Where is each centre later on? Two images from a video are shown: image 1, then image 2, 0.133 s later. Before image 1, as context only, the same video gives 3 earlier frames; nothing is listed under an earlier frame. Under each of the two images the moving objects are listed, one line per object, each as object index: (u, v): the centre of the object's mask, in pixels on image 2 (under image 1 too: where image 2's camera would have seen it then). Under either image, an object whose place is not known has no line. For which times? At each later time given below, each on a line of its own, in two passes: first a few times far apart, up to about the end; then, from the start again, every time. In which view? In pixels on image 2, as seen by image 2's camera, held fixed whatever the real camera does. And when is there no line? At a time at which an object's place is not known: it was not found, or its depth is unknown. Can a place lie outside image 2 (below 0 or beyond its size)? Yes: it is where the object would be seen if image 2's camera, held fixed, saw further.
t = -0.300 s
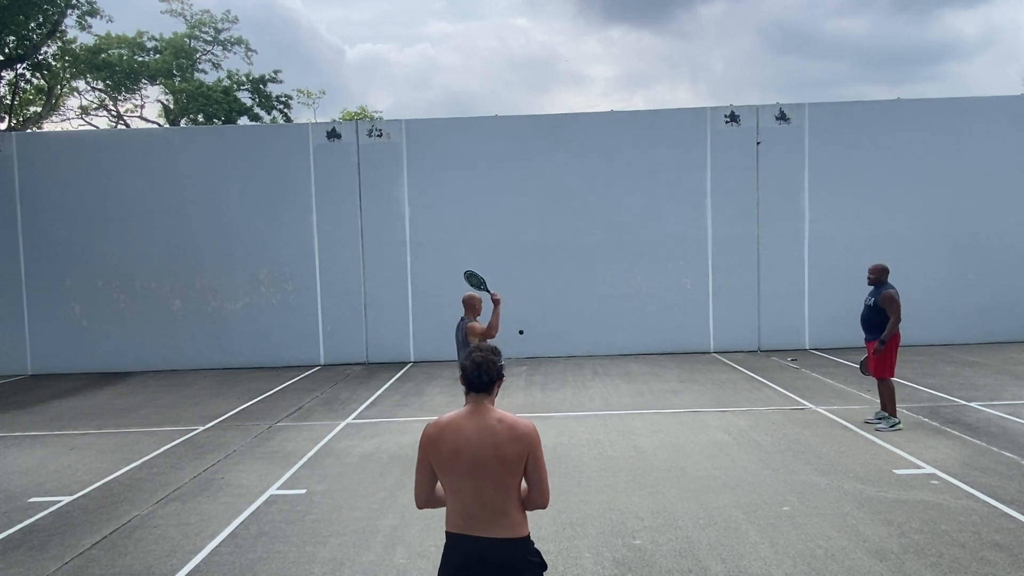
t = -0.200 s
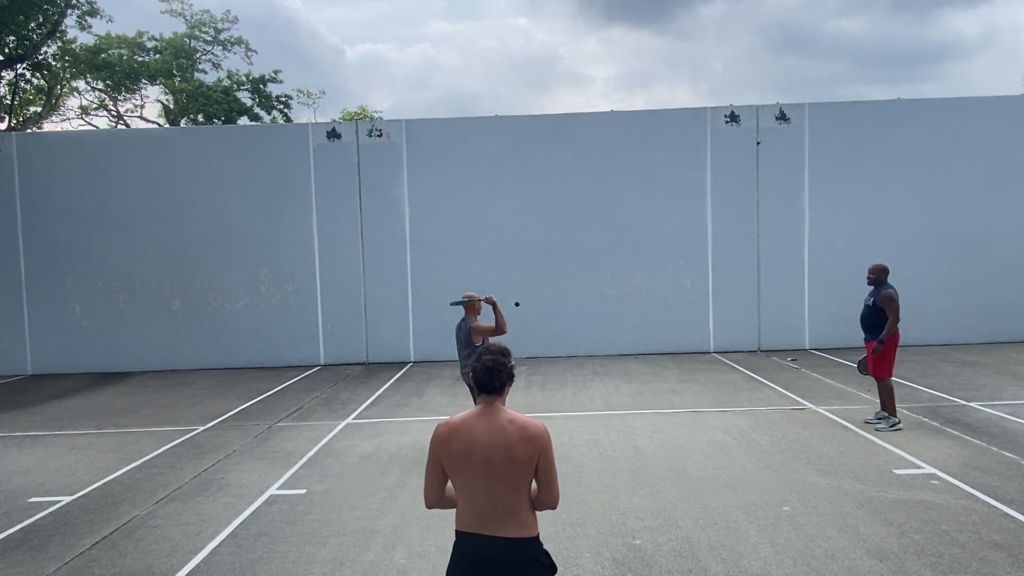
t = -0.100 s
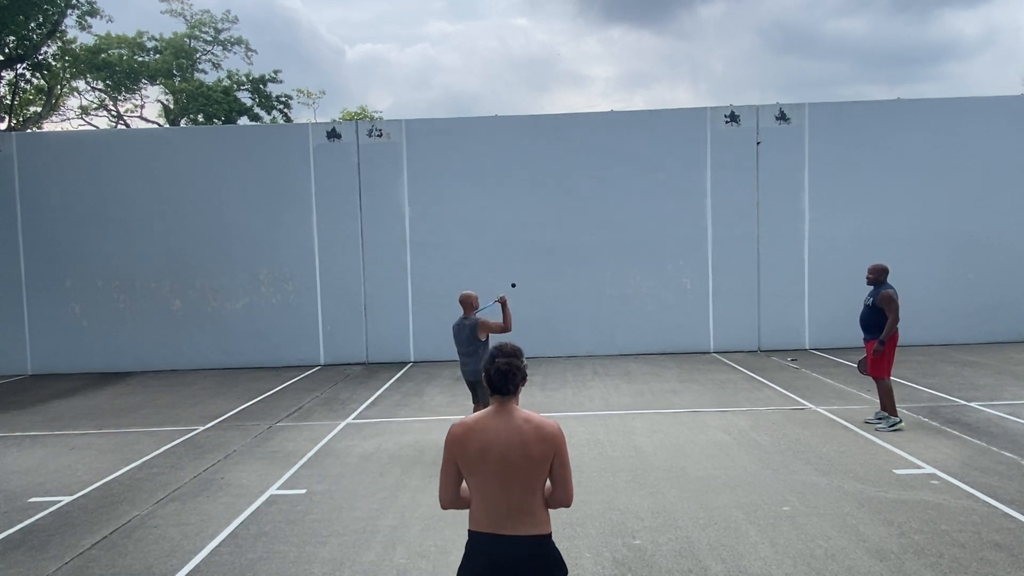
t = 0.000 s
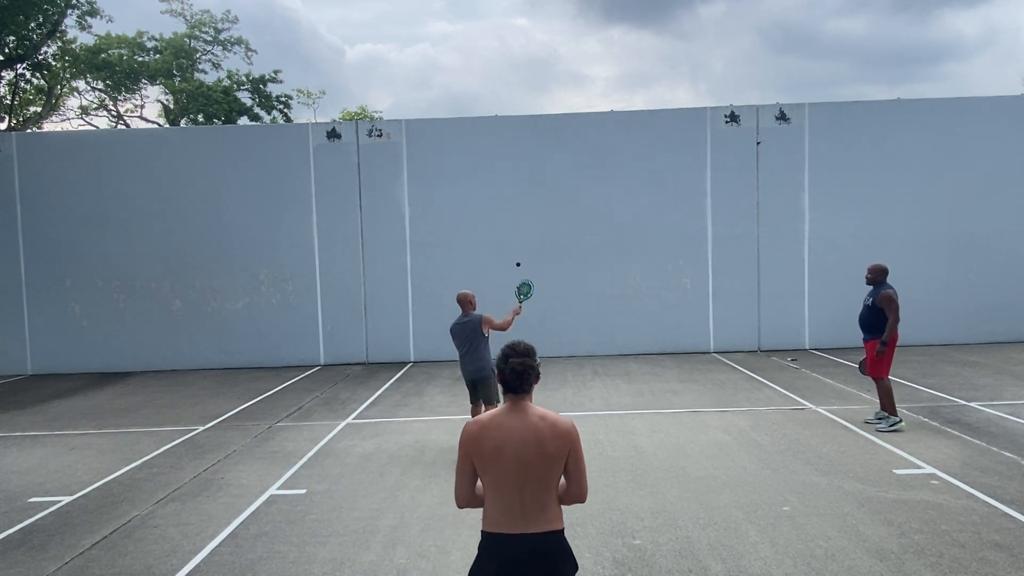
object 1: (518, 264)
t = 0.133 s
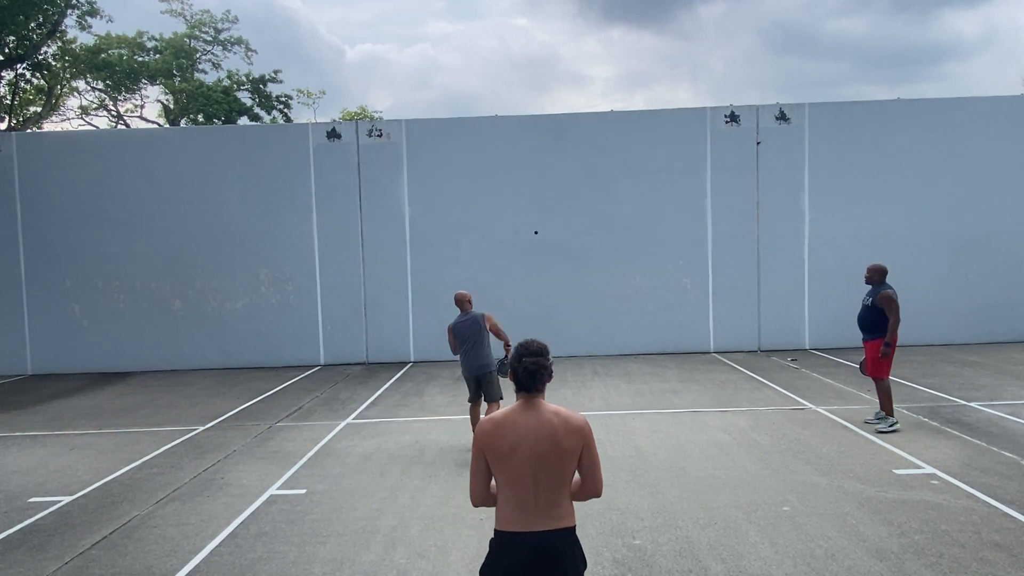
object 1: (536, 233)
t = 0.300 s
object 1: (548, 220)
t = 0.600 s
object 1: (582, 225)
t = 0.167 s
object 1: (539, 229)
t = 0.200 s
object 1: (542, 225)
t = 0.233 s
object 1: (544, 223)
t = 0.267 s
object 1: (546, 222)
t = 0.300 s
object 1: (548, 220)
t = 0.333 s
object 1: (550, 219)
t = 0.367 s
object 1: (554, 218)
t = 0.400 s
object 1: (557, 217)
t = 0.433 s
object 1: (561, 218)
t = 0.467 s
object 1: (564, 217)
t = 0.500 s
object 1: (568, 218)
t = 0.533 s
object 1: (572, 219)
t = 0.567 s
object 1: (577, 222)
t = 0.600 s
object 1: (582, 225)
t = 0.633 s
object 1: (587, 230)
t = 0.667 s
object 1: (593, 235)
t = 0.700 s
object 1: (599, 241)
